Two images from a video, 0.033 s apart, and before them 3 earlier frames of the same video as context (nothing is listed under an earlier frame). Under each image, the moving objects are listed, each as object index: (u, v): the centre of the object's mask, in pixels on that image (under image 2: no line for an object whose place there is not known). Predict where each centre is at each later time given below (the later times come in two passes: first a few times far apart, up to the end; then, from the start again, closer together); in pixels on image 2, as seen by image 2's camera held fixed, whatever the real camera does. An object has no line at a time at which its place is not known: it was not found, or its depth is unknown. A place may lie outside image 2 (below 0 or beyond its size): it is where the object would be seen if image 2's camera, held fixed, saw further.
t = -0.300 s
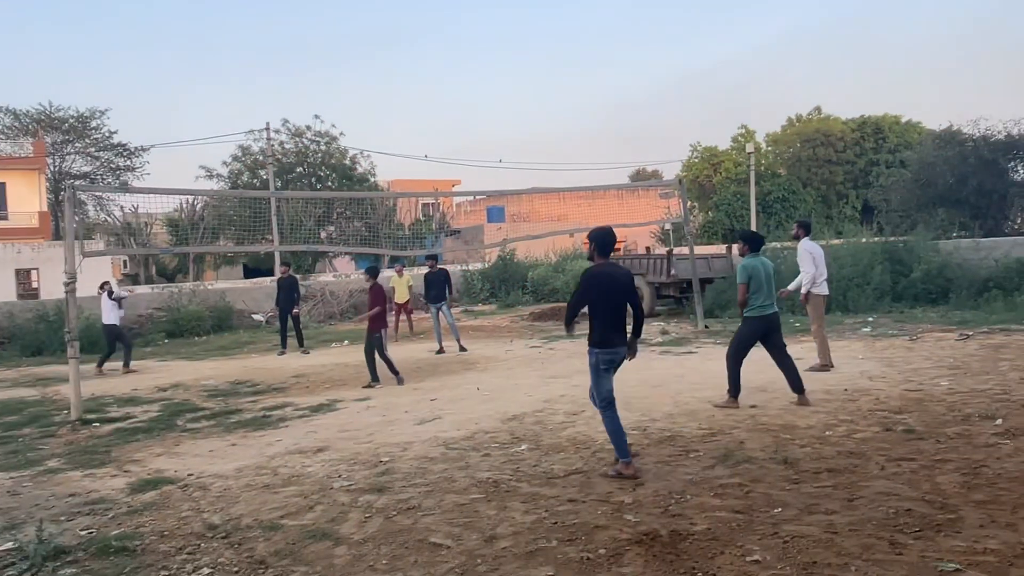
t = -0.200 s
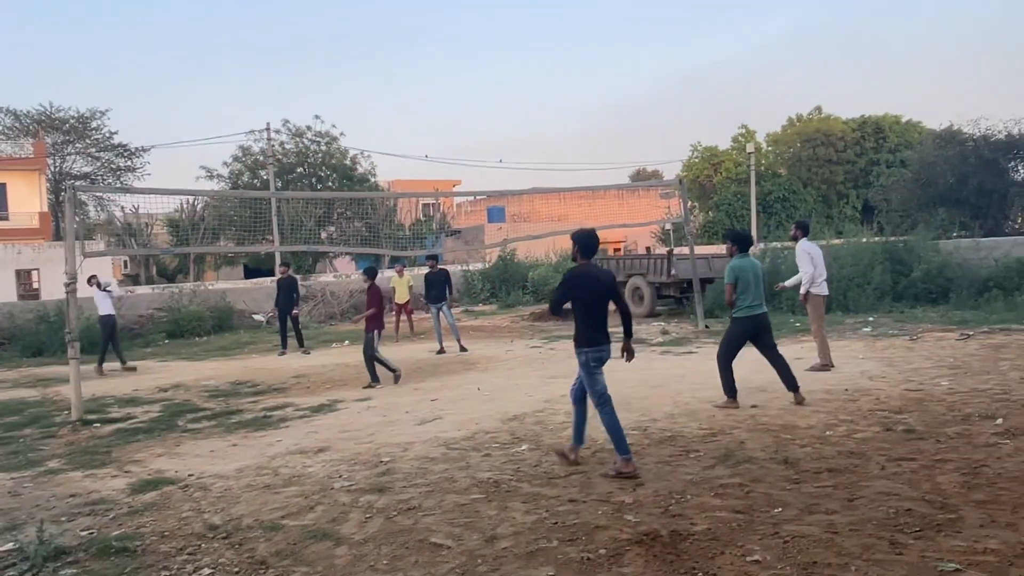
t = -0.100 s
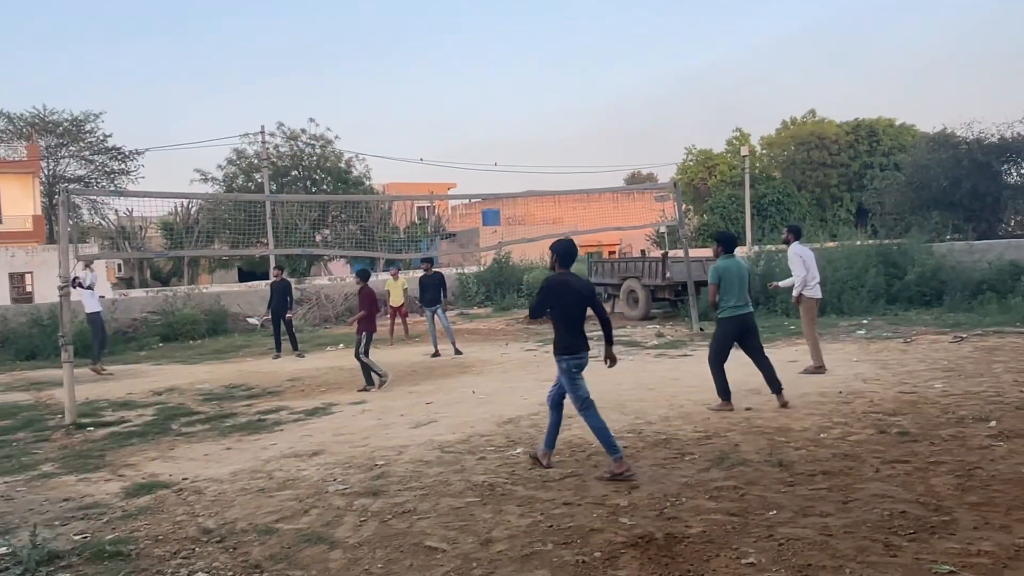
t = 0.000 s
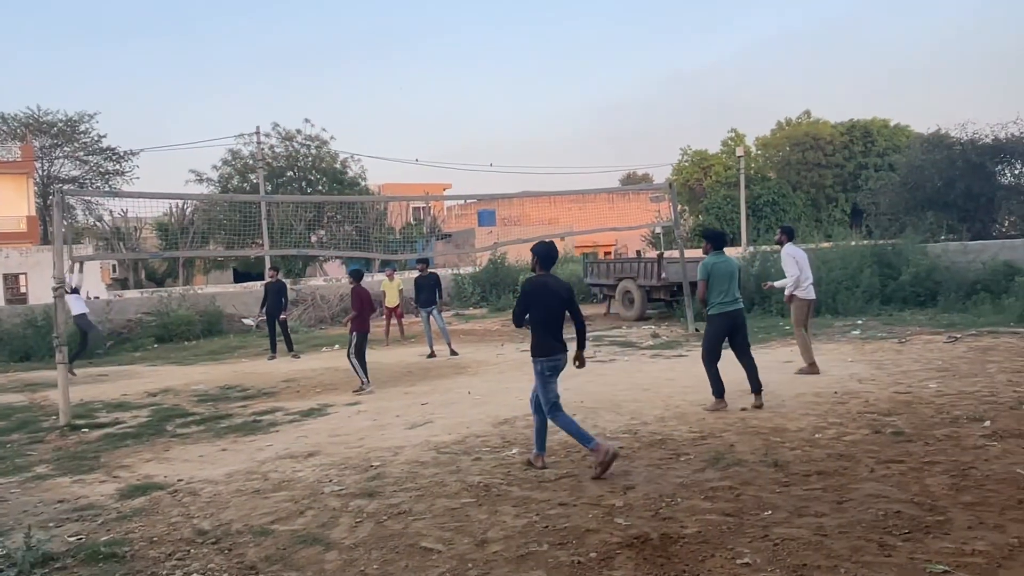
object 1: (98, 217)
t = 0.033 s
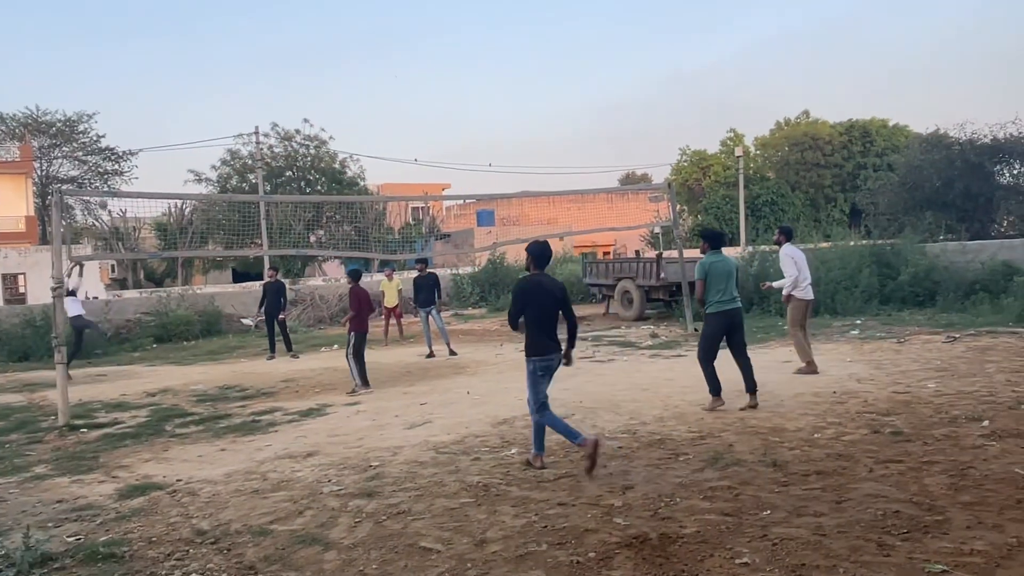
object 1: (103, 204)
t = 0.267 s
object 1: (142, 121)
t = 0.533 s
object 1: (192, 61)
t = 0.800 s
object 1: (246, 43)
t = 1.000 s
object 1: (294, 59)
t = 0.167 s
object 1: (125, 153)
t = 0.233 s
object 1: (136, 131)
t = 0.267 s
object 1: (142, 121)
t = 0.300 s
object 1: (148, 111)
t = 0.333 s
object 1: (154, 102)
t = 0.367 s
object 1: (160, 94)
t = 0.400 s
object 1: (166, 86)
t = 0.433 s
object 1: (173, 79)
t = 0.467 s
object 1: (179, 73)
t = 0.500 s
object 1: (186, 67)
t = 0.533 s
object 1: (192, 61)
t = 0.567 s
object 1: (199, 57)
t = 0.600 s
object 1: (205, 52)
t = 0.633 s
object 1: (212, 49)
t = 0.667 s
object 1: (219, 46)
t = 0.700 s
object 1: (226, 45)
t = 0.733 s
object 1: (233, 43)
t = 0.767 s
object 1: (239, 43)
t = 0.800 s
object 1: (246, 43)
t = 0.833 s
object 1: (253, 44)
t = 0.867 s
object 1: (261, 45)
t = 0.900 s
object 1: (269, 48)
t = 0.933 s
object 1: (277, 51)
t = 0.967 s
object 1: (285, 54)
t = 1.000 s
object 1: (294, 59)
